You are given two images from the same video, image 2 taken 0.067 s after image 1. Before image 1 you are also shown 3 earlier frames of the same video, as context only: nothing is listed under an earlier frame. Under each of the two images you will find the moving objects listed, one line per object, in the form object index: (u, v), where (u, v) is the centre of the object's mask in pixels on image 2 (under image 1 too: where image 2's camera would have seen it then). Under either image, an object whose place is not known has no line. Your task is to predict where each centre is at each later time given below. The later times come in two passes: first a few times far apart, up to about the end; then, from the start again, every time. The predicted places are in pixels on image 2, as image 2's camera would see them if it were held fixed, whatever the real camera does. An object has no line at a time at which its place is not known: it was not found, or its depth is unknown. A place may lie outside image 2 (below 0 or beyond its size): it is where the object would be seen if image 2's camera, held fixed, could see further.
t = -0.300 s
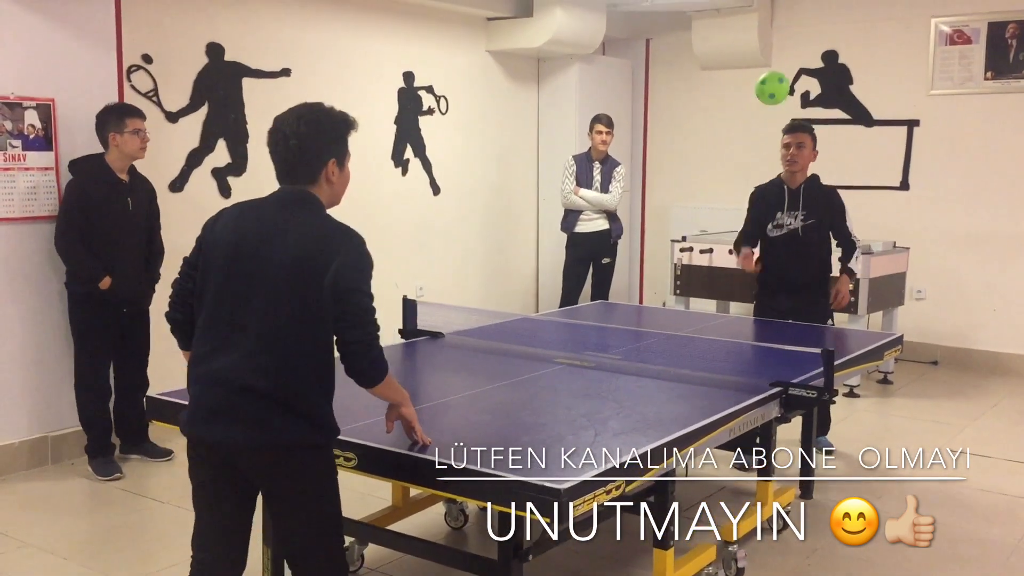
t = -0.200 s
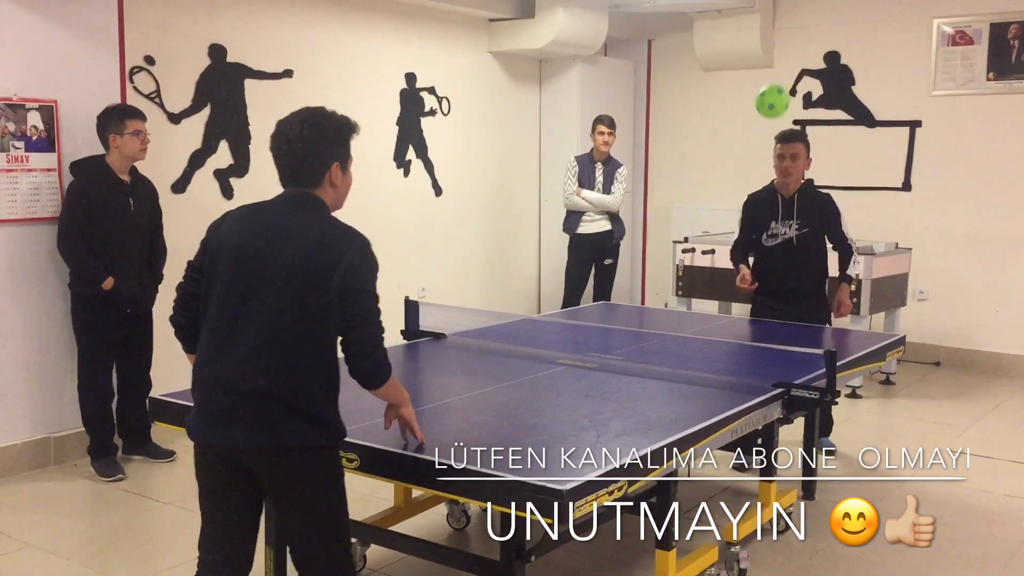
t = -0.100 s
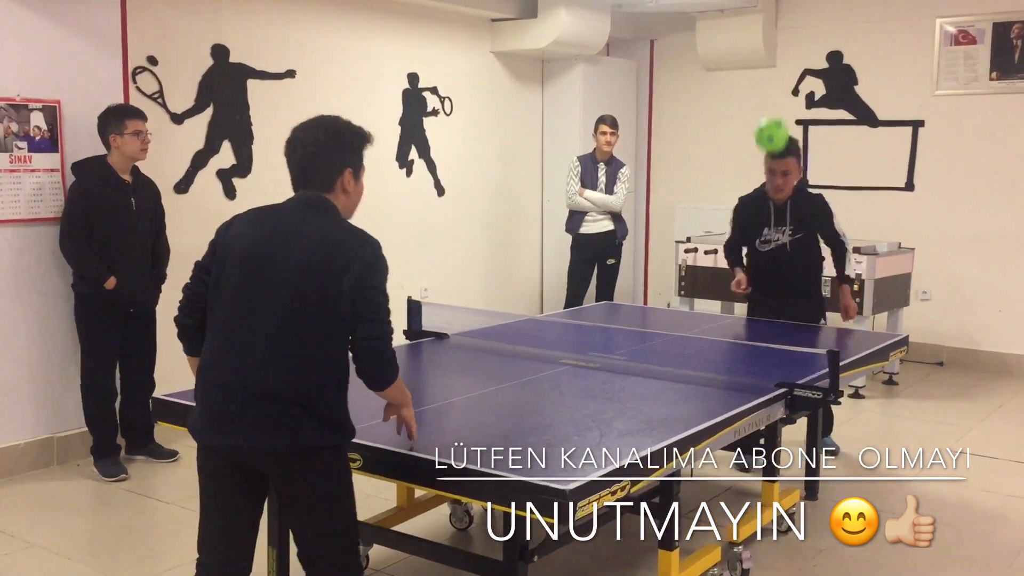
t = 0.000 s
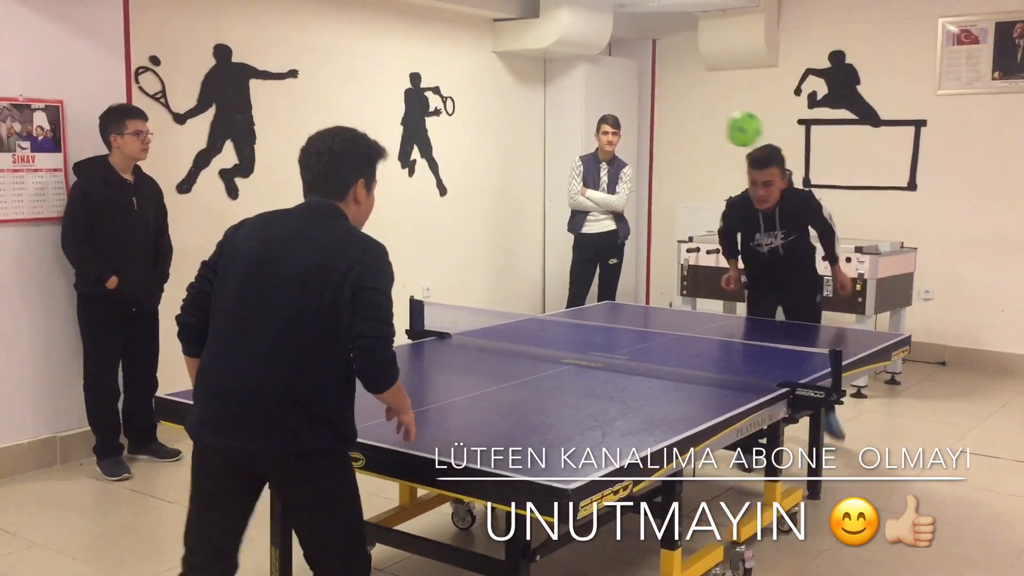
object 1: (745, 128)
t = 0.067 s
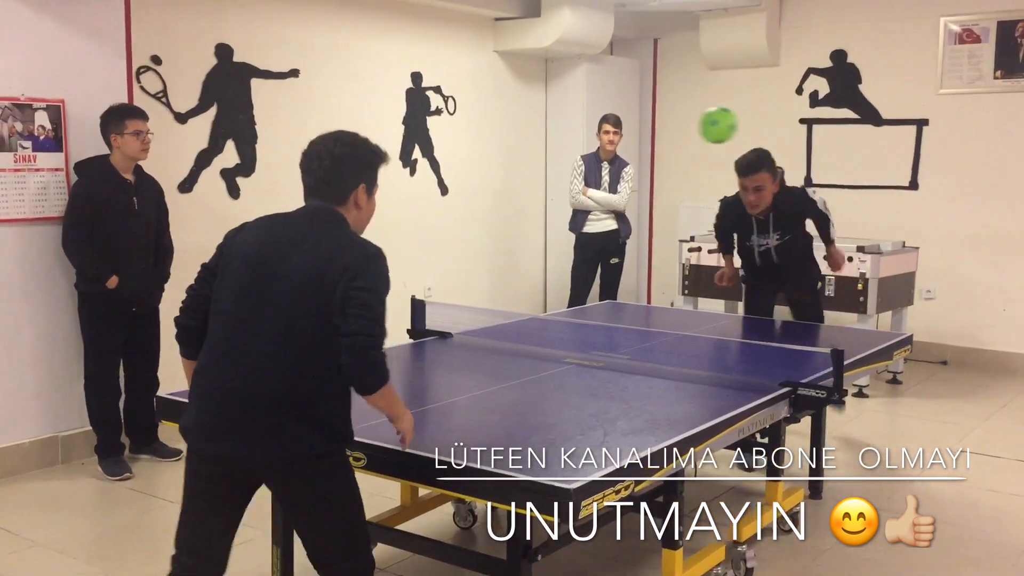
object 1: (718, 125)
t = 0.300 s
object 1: (597, 214)
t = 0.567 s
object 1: (443, 296)
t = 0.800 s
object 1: (322, 224)
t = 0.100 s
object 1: (703, 127)
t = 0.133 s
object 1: (688, 133)
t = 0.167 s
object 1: (672, 141)
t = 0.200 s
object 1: (654, 154)
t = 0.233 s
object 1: (636, 169)
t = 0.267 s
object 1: (617, 190)
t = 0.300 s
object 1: (597, 214)
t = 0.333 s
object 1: (576, 242)
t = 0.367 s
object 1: (554, 275)
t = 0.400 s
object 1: (528, 317)
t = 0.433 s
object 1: (505, 359)
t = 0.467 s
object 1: (486, 372)
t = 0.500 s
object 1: (473, 345)
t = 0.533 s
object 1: (458, 320)
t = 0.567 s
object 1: (443, 296)
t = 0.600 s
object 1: (427, 275)
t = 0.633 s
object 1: (412, 259)
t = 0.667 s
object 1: (394, 244)
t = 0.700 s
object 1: (377, 234)
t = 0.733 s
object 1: (359, 226)
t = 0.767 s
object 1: (341, 223)
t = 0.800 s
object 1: (322, 224)
